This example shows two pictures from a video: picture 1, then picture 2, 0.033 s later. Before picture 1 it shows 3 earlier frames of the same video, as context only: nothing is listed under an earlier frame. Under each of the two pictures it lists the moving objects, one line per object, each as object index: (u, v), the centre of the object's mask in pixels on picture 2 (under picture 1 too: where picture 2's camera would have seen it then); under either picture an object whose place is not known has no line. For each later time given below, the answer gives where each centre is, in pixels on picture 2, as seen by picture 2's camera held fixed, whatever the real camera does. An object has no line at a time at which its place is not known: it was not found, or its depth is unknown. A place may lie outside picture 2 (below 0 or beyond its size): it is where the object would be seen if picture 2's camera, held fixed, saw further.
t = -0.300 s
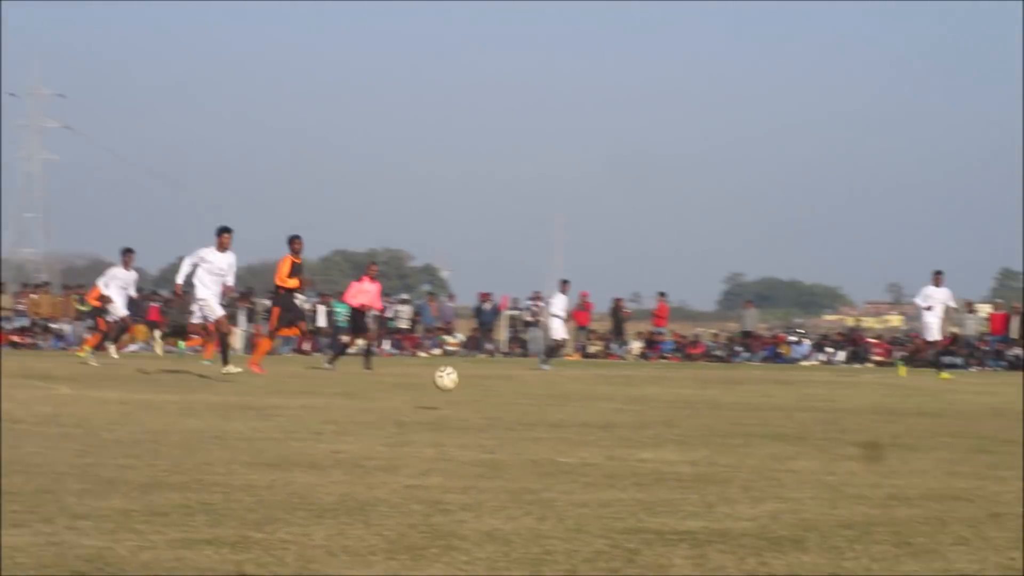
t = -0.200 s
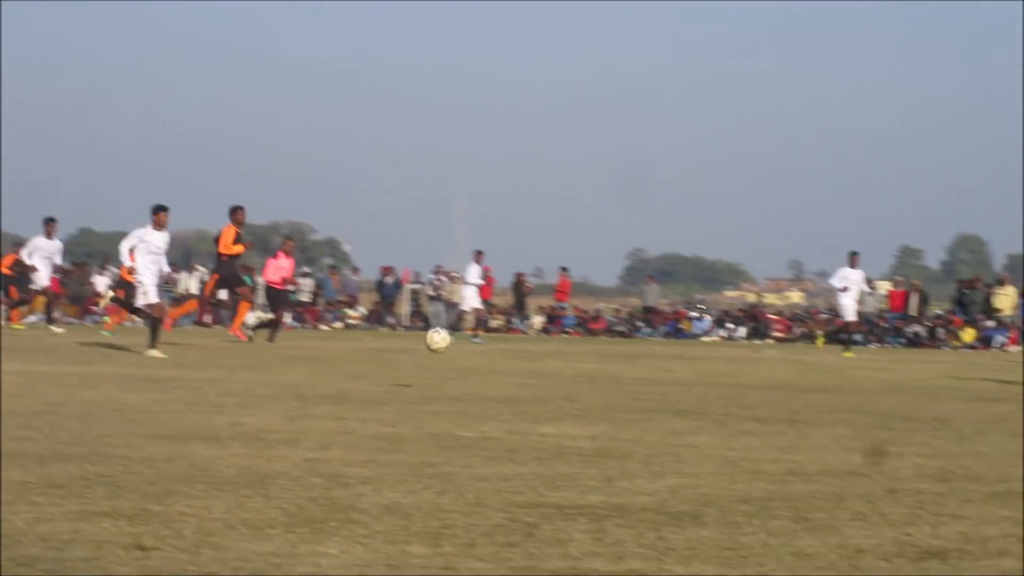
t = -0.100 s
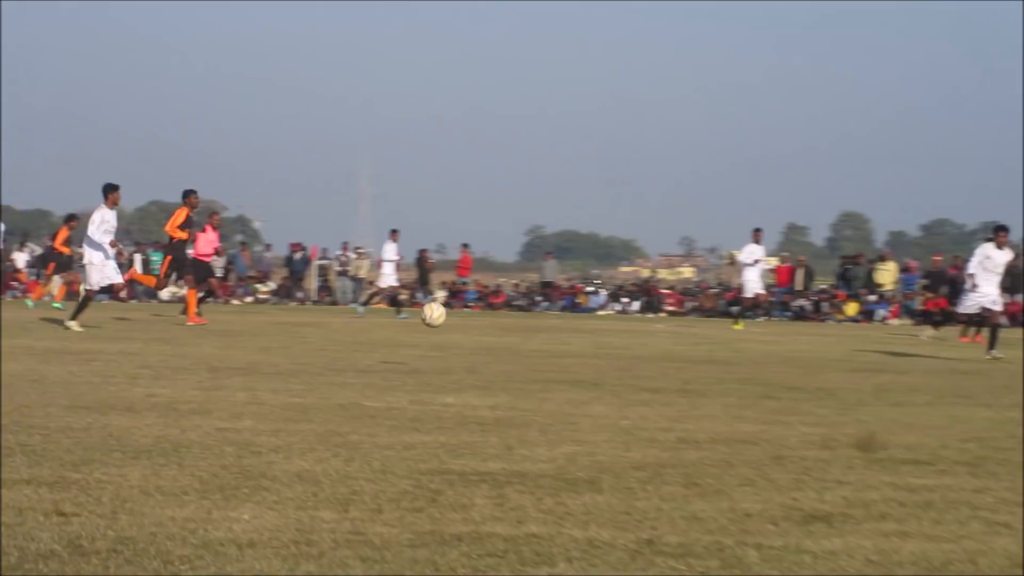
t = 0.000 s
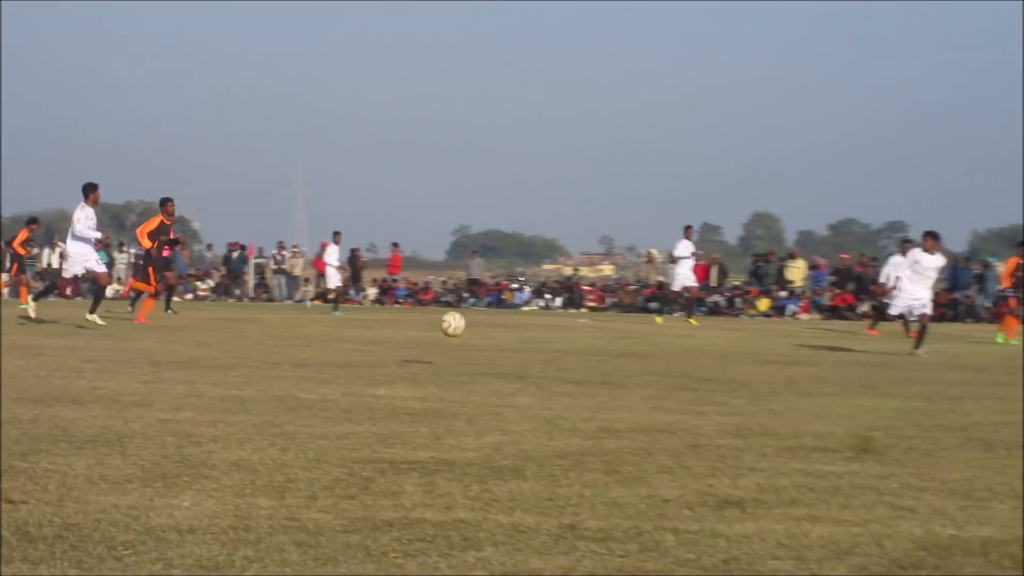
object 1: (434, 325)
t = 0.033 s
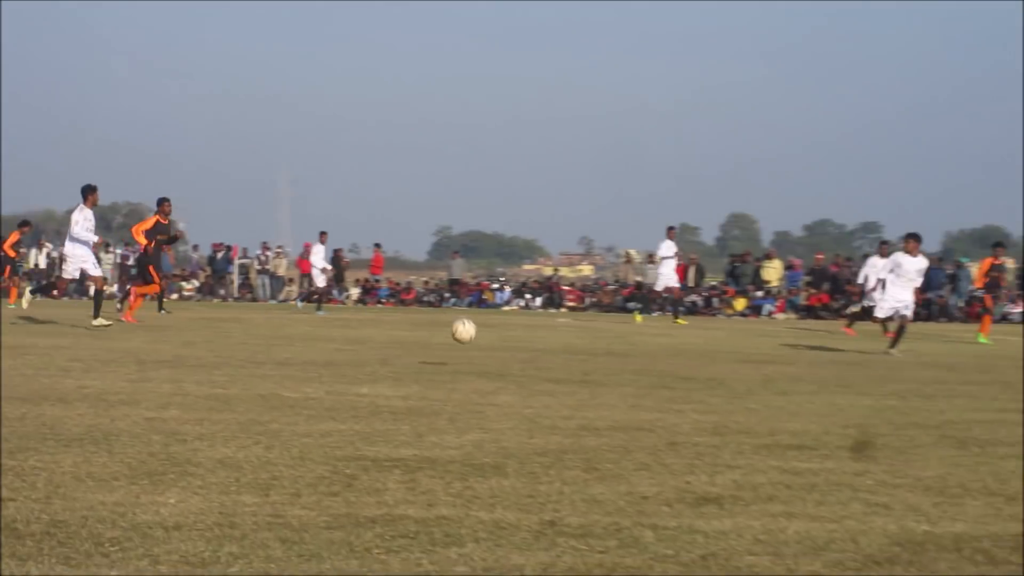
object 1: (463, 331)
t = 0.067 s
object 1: (493, 339)
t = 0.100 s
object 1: (523, 351)
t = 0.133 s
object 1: (552, 360)
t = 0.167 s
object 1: (574, 355)
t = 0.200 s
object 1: (594, 350)
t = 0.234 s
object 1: (616, 346)
